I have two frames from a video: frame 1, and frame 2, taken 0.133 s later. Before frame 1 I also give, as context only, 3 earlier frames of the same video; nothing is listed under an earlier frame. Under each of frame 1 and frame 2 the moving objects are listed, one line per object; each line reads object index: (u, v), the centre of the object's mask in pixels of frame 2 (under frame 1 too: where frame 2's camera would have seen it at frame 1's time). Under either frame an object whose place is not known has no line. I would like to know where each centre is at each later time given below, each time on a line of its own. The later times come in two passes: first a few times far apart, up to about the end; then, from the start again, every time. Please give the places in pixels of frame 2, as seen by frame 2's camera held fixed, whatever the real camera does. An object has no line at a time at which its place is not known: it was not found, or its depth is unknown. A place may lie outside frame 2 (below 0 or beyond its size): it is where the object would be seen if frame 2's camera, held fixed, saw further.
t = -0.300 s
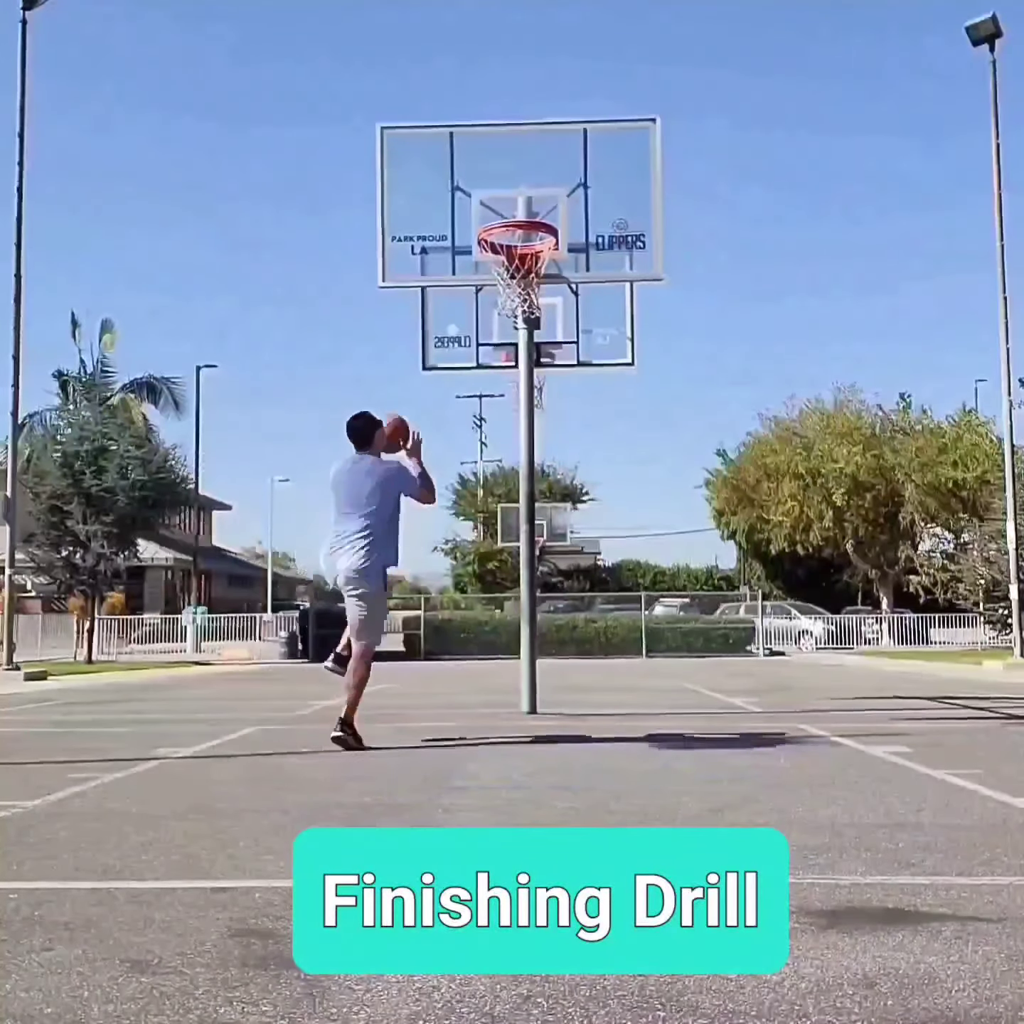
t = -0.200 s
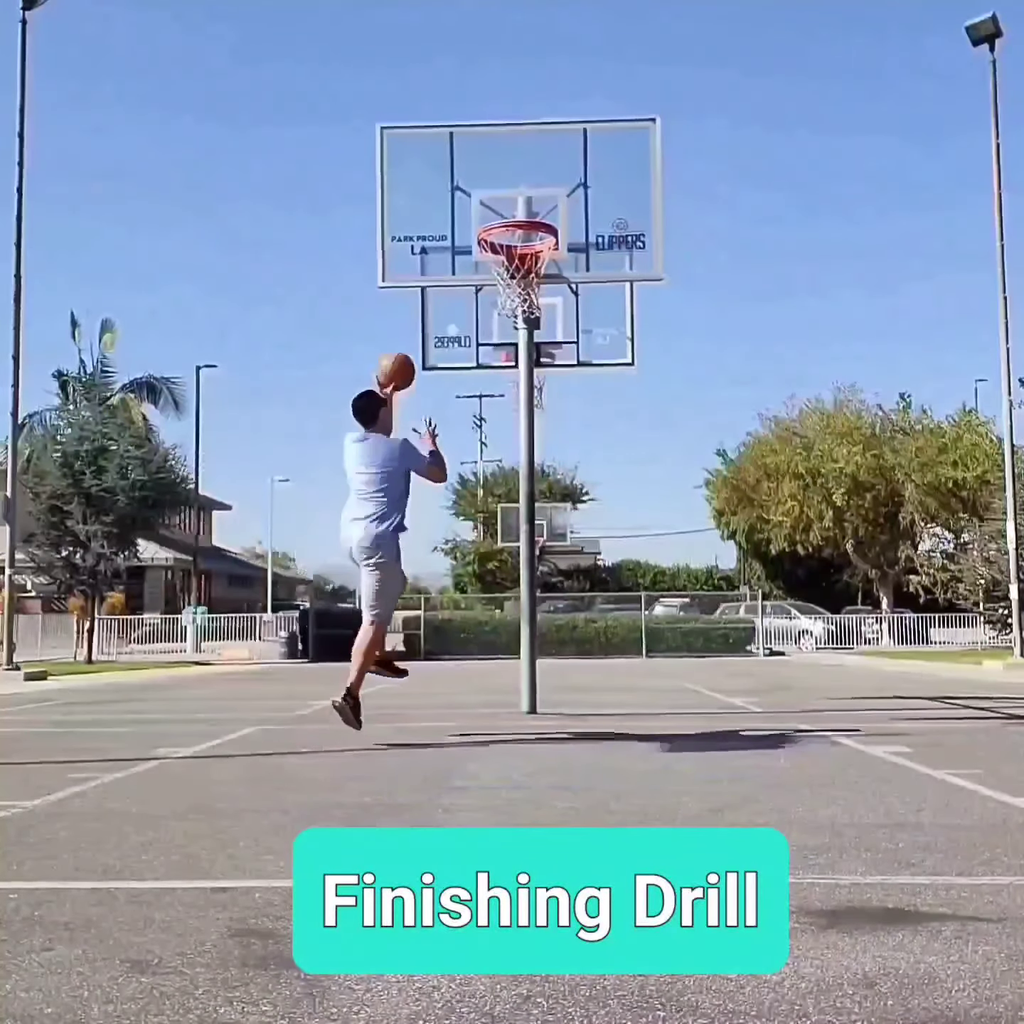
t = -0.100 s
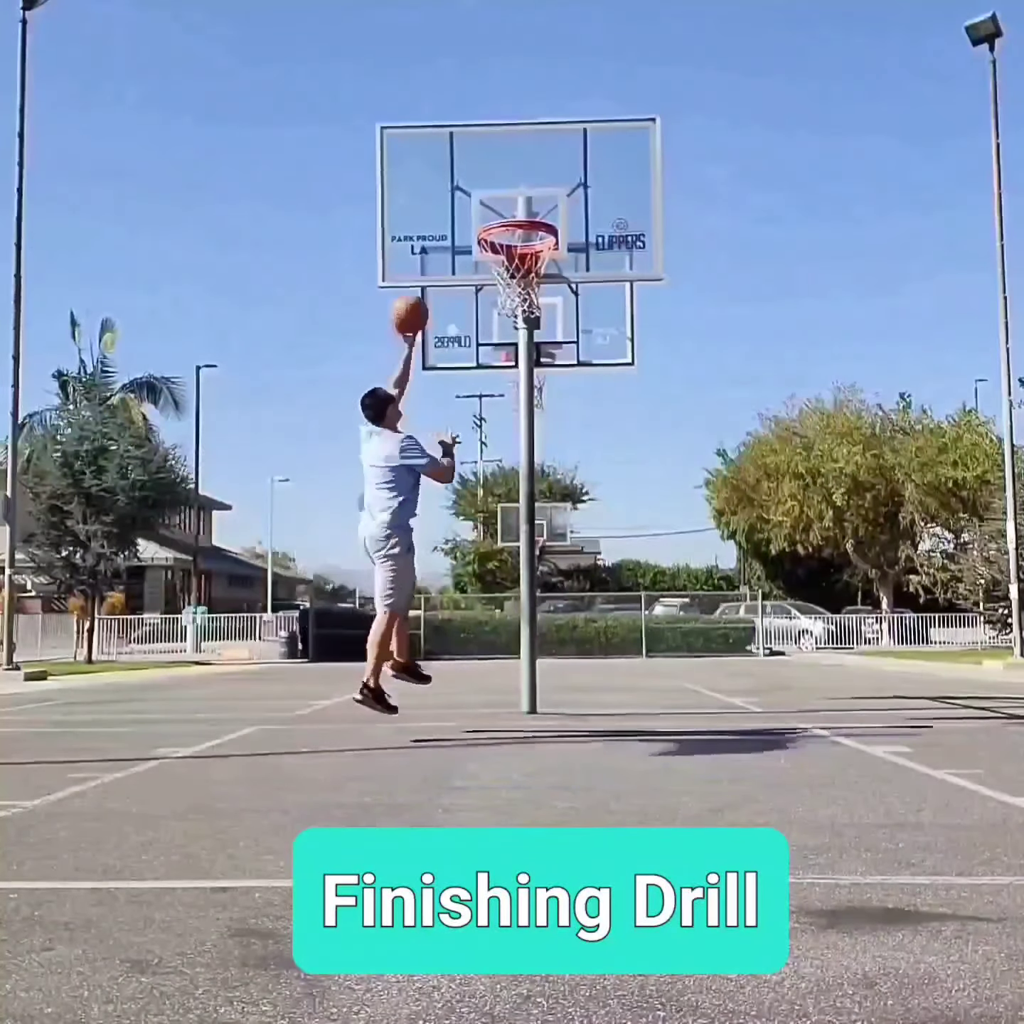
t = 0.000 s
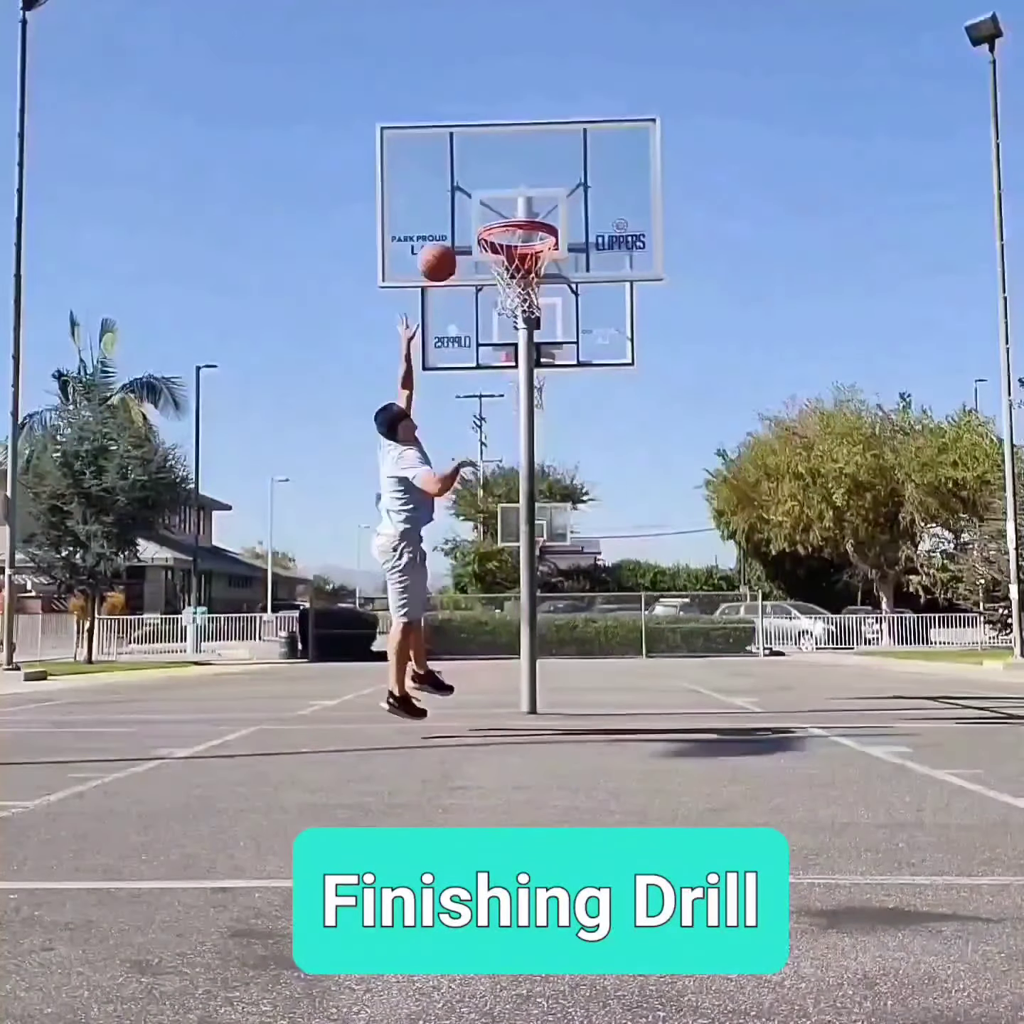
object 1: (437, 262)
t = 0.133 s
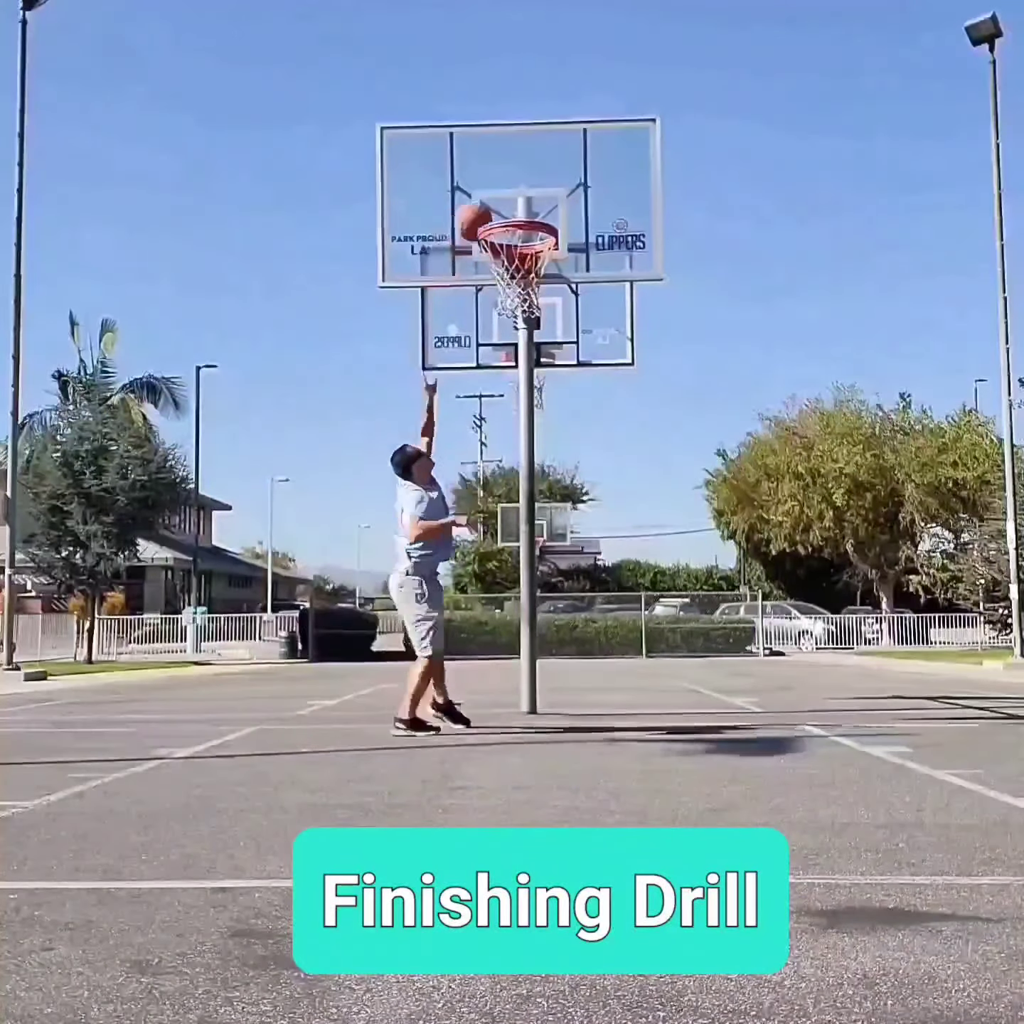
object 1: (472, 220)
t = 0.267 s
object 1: (495, 207)
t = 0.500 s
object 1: (531, 250)
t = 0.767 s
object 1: (518, 311)
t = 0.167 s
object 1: (480, 213)
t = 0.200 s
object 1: (484, 210)
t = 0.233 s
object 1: (489, 208)
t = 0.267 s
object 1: (495, 207)
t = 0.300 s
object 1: (500, 207)
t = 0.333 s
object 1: (506, 207)
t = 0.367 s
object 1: (512, 209)
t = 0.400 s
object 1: (520, 218)
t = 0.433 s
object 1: (525, 228)
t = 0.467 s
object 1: (529, 246)
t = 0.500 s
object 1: (531, 250)
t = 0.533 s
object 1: (534, 260)
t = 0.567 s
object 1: (535, 267)
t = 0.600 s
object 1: (537, 271)
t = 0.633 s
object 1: (536, 281)
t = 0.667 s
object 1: (532, 284)
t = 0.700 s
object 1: (526, 294)
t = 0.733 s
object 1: (522, 302)
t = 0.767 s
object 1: (518, 311)
